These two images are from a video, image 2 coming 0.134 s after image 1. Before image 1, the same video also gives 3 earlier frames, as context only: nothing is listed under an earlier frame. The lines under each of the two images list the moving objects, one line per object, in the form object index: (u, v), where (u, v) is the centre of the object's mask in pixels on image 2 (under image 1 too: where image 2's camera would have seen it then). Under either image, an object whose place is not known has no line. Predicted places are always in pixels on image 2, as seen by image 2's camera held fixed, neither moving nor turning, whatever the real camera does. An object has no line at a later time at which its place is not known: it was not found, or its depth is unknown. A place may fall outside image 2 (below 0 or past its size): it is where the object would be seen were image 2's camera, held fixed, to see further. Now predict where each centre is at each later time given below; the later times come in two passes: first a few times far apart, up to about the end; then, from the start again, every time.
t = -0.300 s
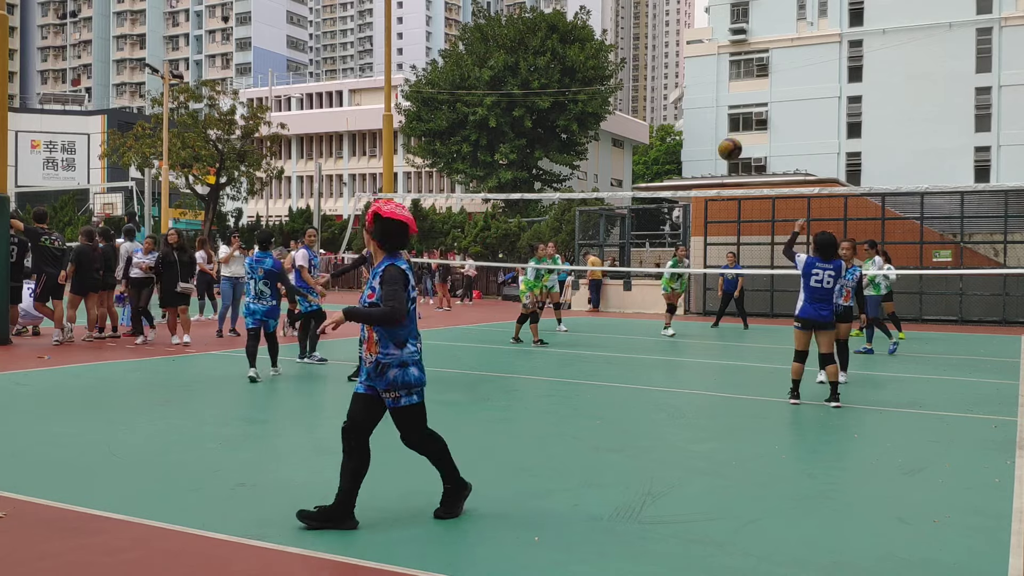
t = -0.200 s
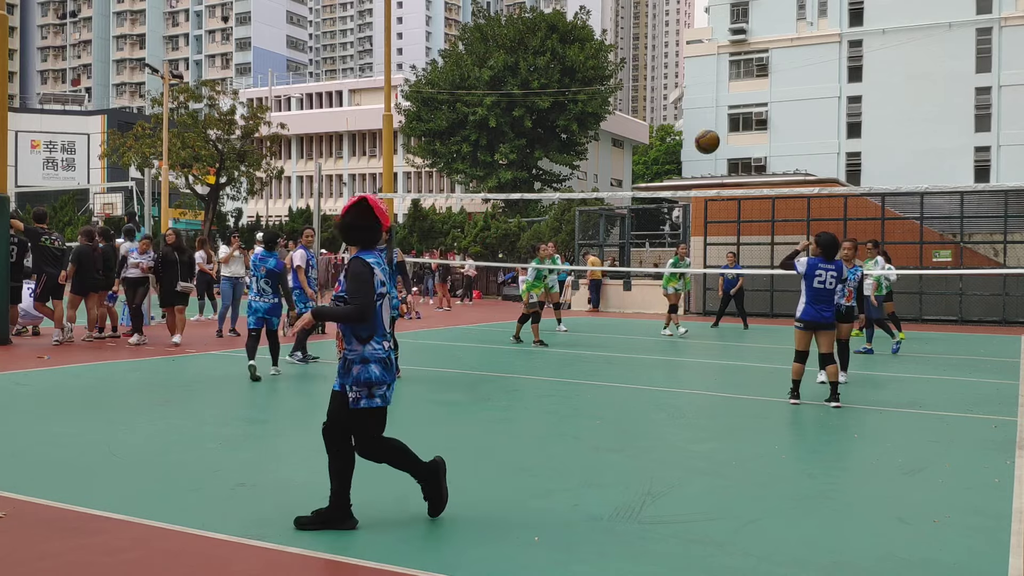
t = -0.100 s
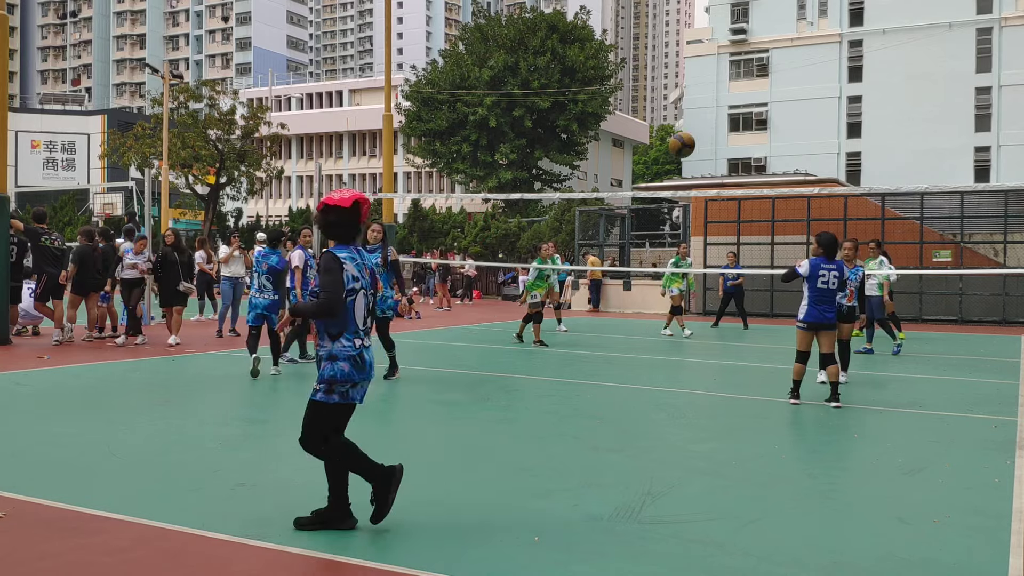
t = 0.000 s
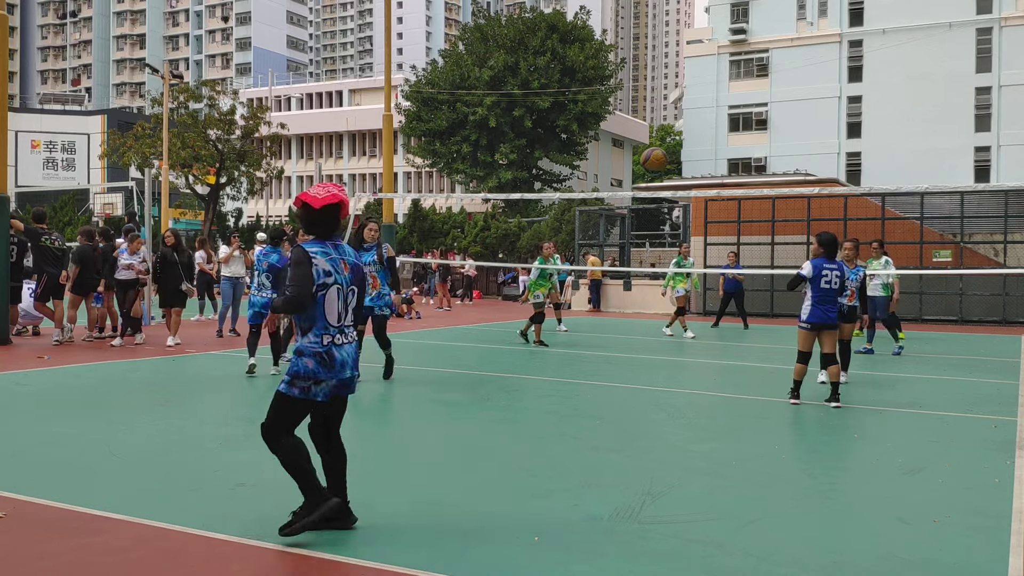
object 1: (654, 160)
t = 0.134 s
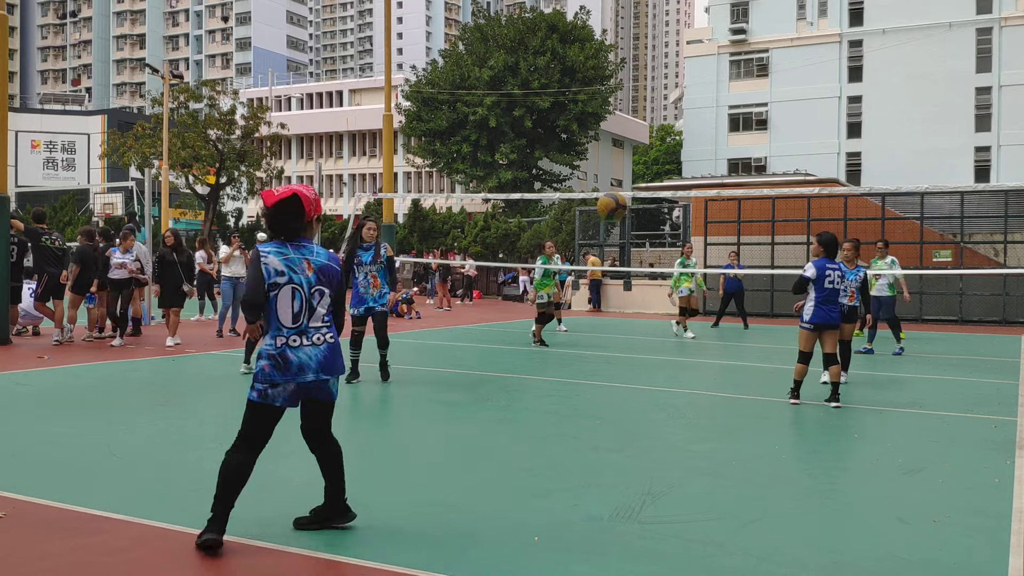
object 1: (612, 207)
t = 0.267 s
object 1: (564, 285)
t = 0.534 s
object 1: (467, 388)
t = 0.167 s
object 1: (600, 223)
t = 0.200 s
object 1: (588, 241)
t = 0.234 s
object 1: (576, 262)
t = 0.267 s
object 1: (564, 285)
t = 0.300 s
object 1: (549, 312)
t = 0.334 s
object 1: (535, 342)
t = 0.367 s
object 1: (519, 374)
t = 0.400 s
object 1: (504, 410)
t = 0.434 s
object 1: (487, 452)
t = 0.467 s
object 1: (478, 442)
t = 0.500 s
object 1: (473, 414)
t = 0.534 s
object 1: (467, 388)
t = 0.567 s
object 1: (461, 362)
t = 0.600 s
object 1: (455, 338)
